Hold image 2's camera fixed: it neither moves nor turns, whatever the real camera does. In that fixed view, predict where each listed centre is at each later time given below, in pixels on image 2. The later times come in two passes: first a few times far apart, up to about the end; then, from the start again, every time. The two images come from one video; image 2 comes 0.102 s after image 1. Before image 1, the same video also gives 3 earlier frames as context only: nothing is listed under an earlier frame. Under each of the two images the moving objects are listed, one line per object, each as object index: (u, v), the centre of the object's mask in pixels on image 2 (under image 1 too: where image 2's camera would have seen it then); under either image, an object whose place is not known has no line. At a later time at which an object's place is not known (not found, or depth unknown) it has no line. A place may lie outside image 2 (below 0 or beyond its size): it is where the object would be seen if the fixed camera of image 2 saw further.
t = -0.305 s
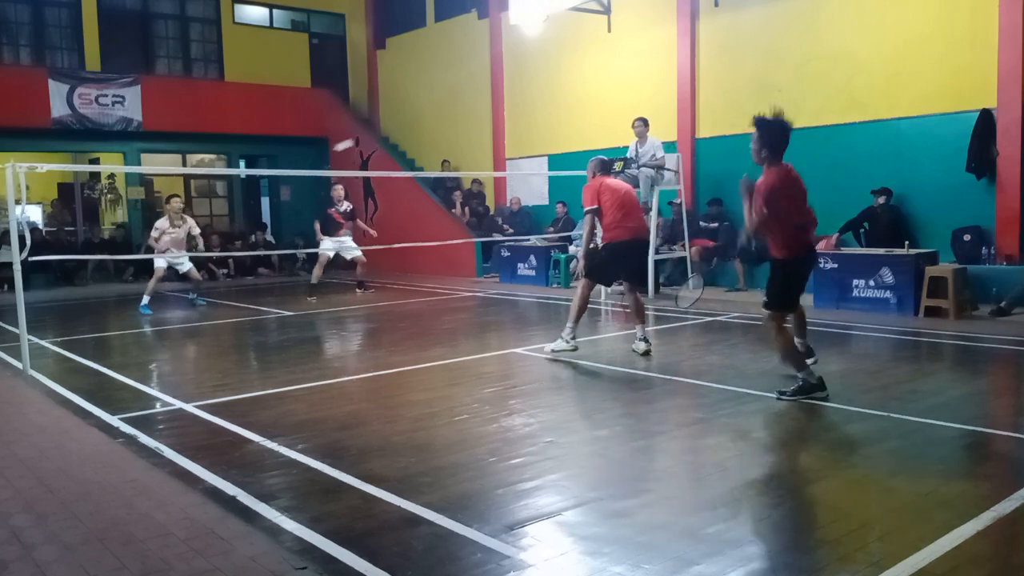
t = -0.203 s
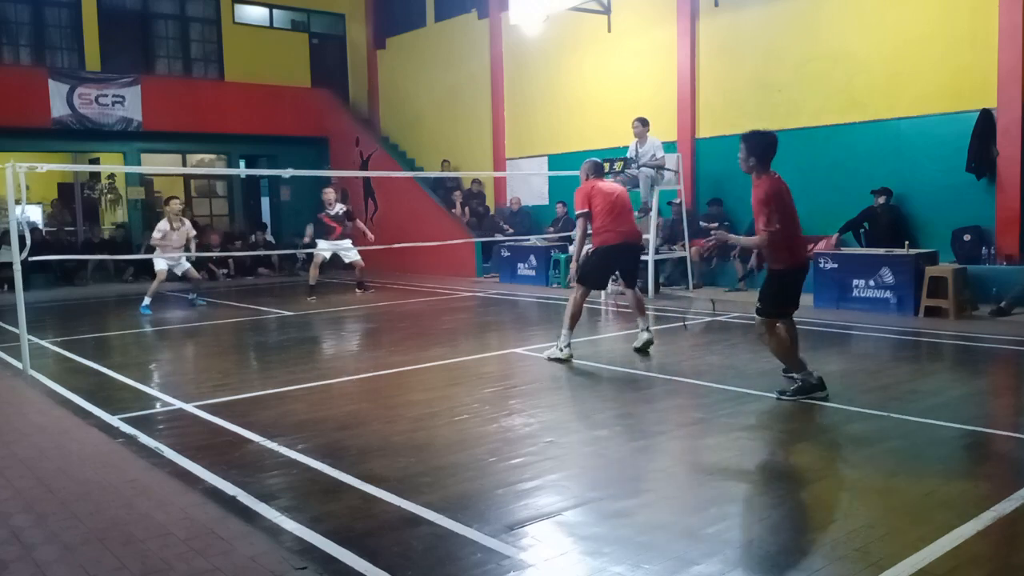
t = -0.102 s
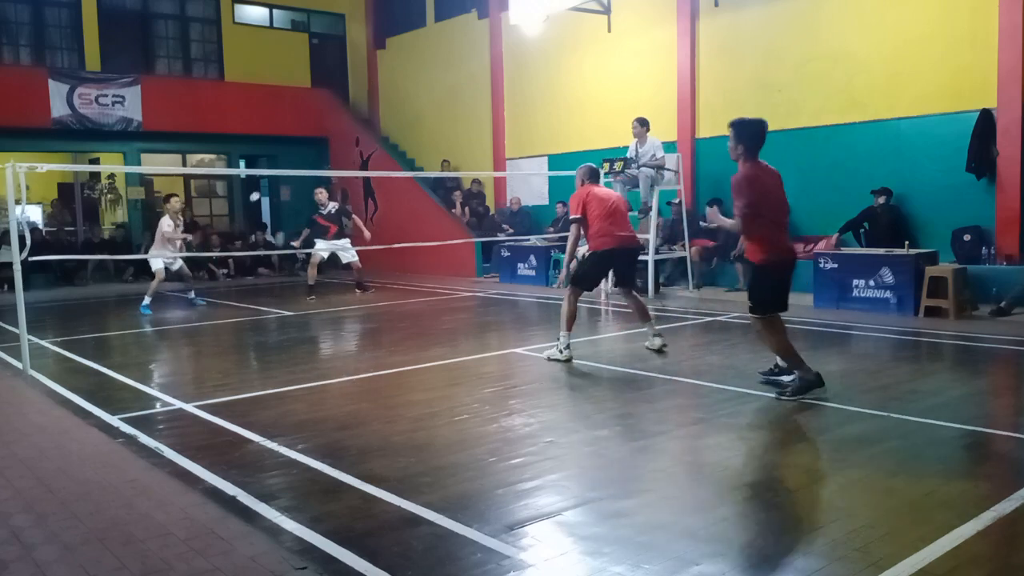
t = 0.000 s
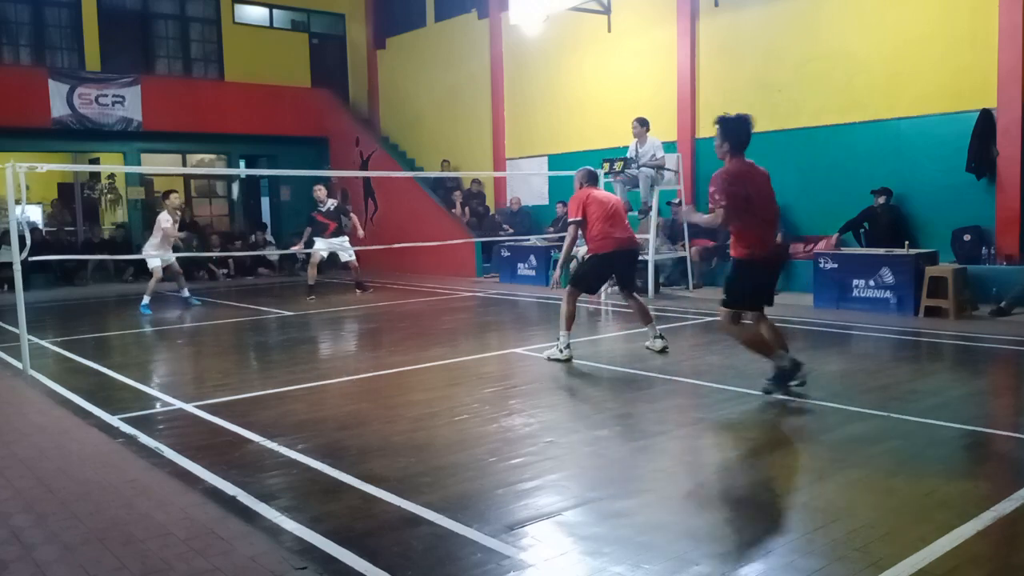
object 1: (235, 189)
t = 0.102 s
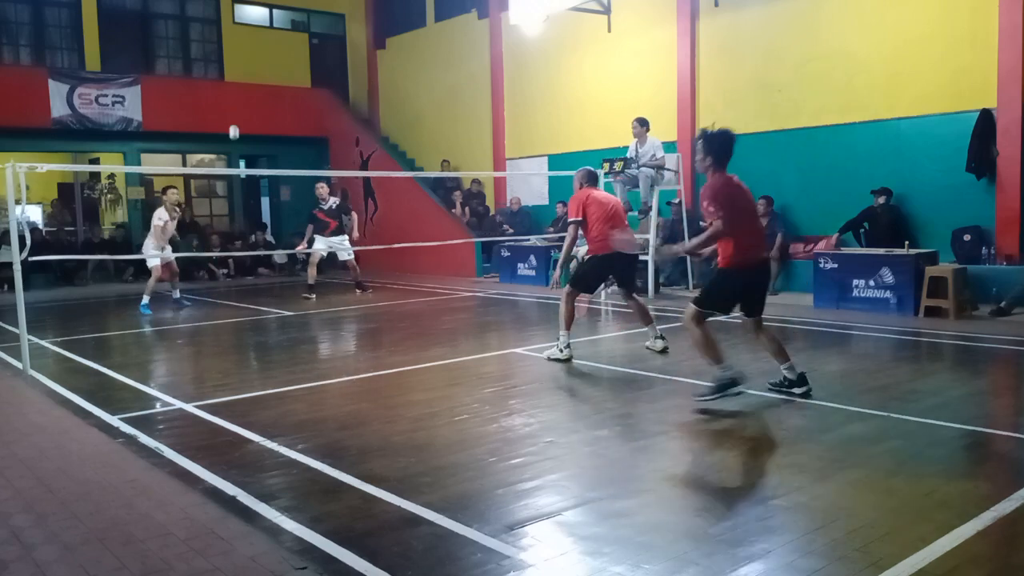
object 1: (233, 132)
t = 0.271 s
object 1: (232, 79)
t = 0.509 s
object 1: (234, 72)
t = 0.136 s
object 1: (233, 118)
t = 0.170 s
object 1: (233, 106)
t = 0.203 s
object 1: (233, 94)
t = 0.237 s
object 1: (233, 86)
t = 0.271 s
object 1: (232, 79)
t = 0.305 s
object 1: (232, 73)
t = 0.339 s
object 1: (233, 69)
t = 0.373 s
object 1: (233, 66)
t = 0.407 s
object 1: (233, 65)
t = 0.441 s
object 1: (233, 65)
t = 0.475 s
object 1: (234, 68)
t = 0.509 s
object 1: (234, 72)
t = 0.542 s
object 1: (235, 76)
